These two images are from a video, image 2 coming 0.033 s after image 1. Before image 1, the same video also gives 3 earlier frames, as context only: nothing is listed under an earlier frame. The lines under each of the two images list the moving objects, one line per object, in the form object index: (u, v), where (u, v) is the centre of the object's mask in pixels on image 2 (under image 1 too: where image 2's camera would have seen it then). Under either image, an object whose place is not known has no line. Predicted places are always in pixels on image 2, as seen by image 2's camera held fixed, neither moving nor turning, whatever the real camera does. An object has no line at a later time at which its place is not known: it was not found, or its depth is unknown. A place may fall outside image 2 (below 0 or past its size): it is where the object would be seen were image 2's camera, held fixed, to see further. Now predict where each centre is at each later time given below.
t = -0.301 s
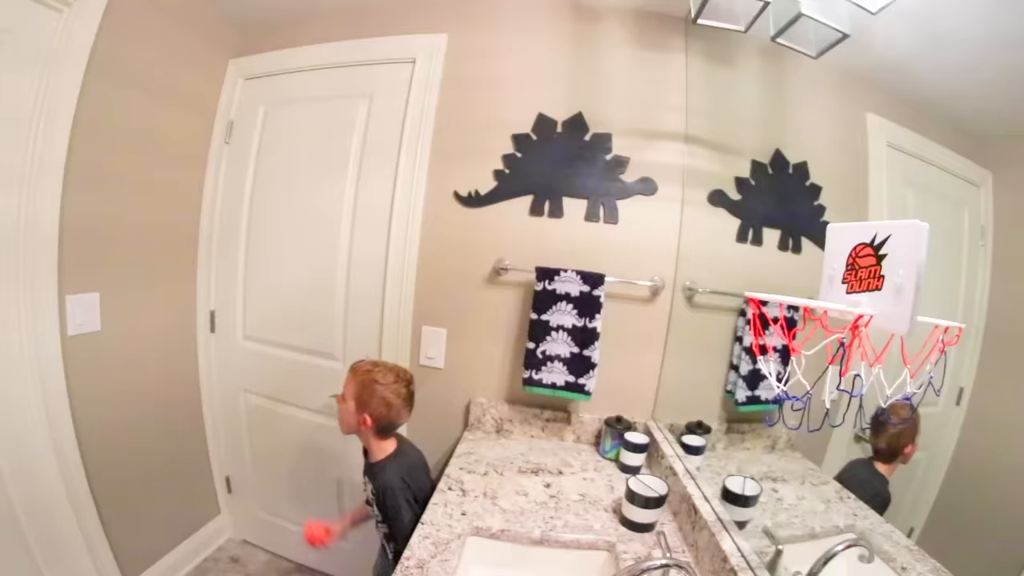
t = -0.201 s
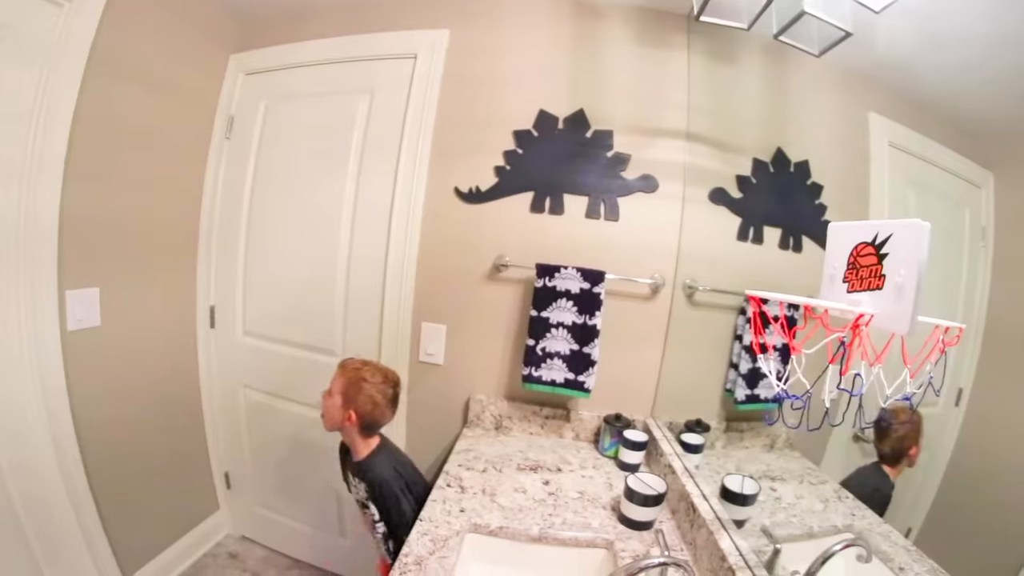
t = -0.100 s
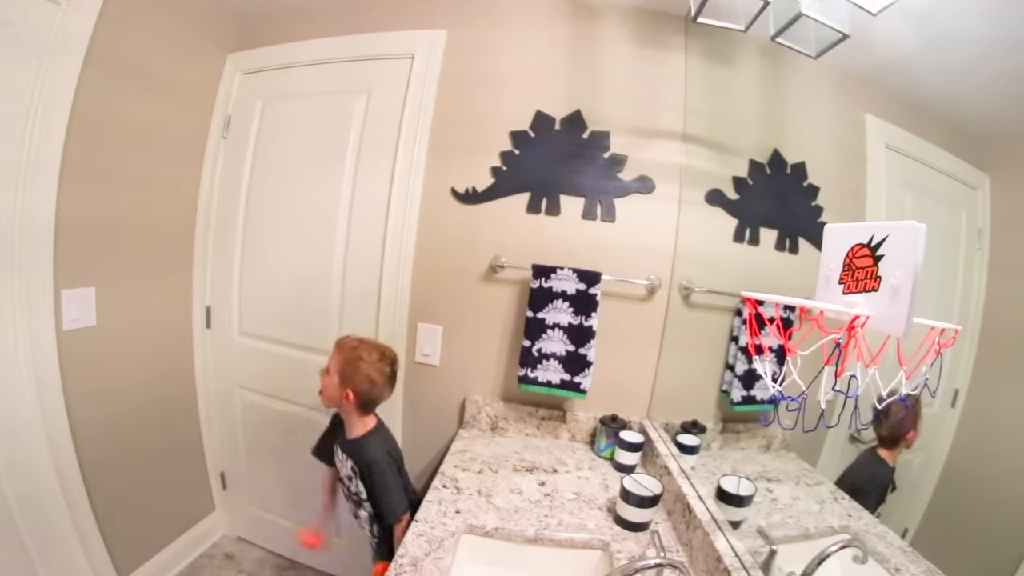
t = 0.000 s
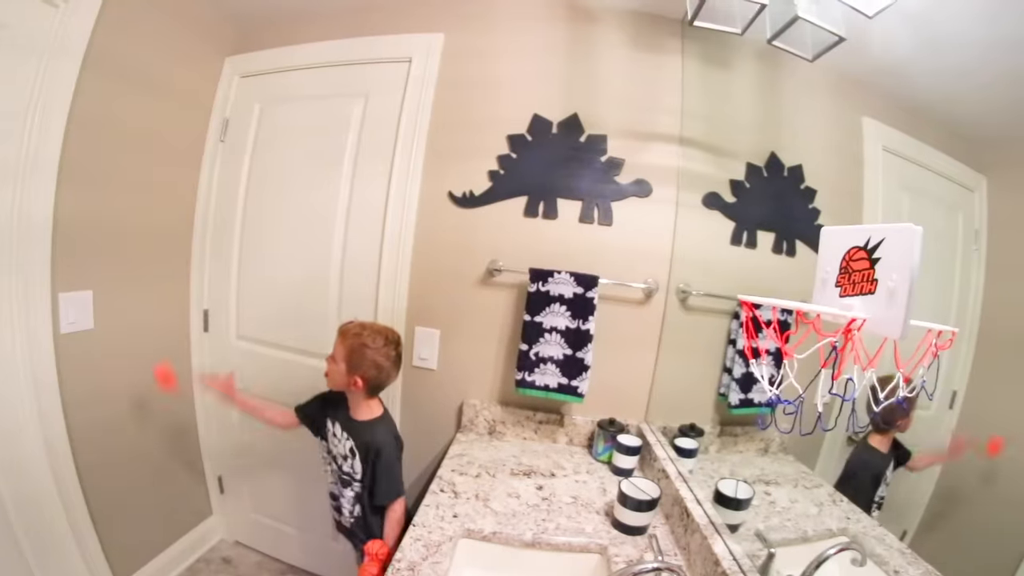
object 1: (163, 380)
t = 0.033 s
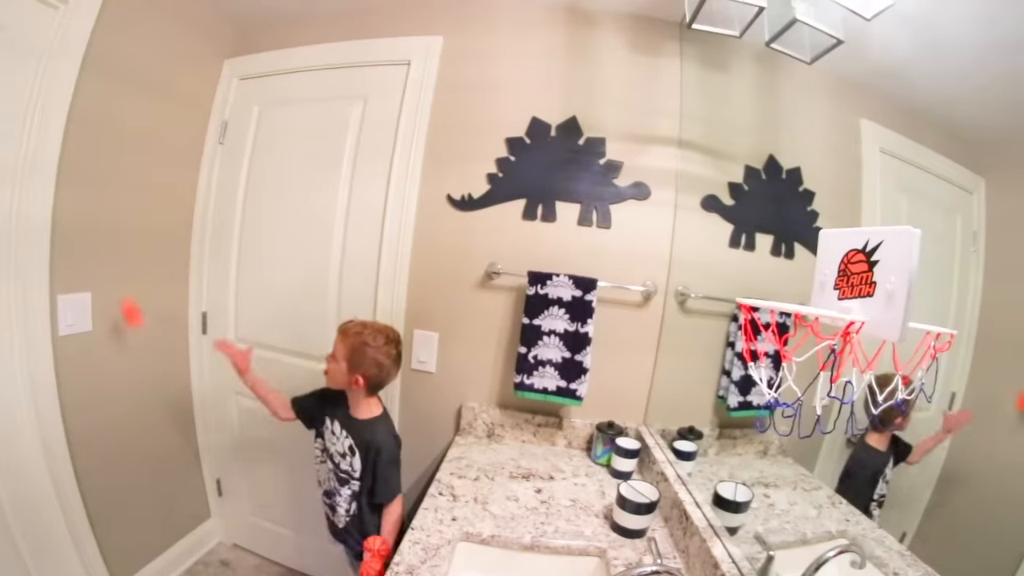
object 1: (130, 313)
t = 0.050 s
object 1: (117, 282)
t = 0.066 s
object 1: (105, 252)
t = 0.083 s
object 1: (104, 231)
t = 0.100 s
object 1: (110, 215)
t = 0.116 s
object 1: (118, 199)
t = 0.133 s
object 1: (123, 183)
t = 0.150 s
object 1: (134, 167)
